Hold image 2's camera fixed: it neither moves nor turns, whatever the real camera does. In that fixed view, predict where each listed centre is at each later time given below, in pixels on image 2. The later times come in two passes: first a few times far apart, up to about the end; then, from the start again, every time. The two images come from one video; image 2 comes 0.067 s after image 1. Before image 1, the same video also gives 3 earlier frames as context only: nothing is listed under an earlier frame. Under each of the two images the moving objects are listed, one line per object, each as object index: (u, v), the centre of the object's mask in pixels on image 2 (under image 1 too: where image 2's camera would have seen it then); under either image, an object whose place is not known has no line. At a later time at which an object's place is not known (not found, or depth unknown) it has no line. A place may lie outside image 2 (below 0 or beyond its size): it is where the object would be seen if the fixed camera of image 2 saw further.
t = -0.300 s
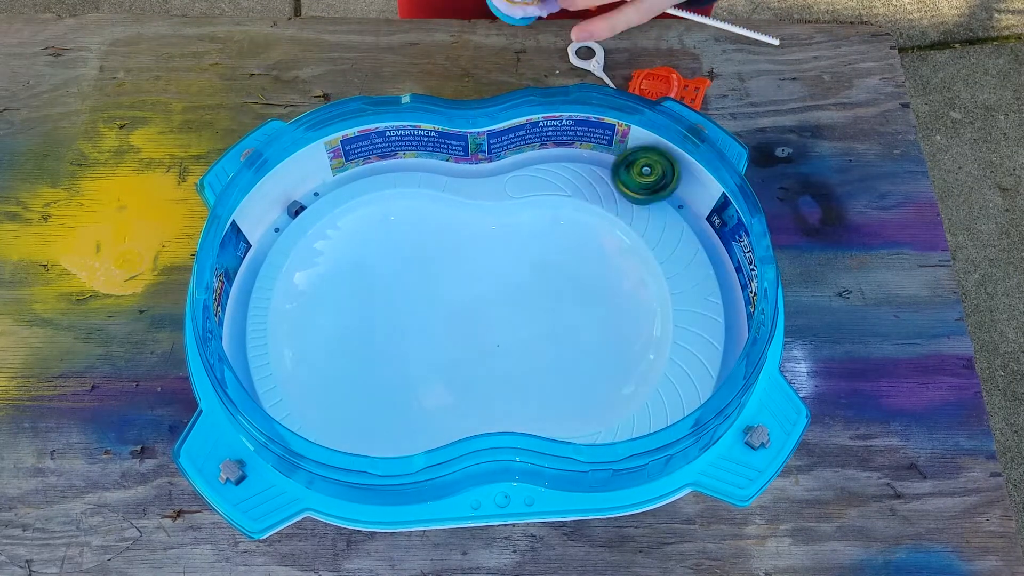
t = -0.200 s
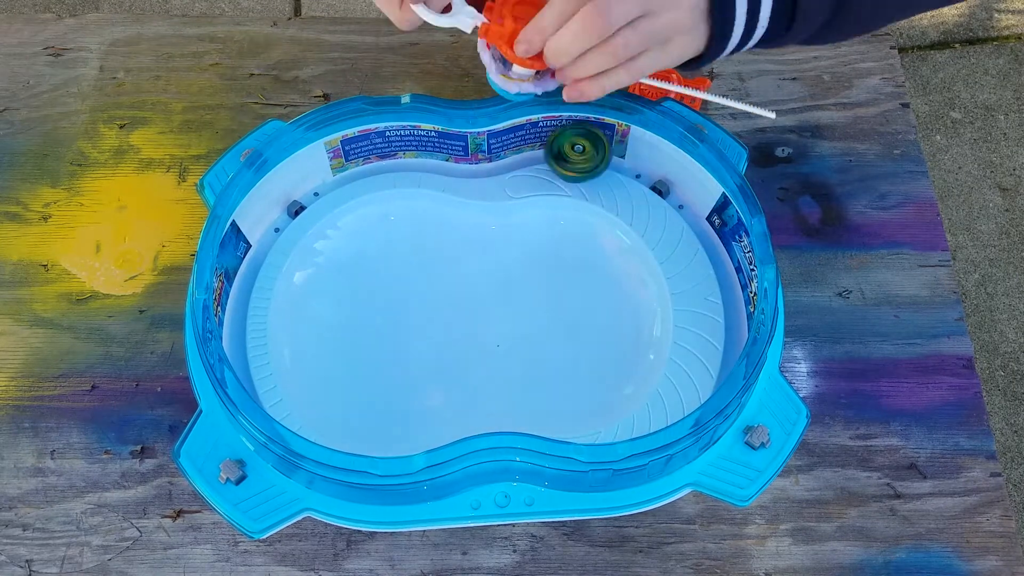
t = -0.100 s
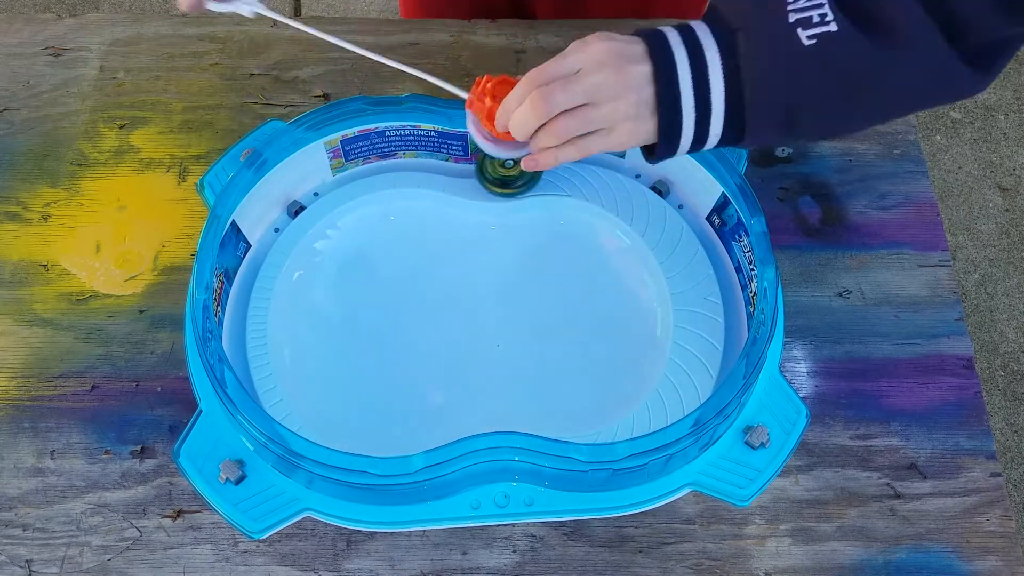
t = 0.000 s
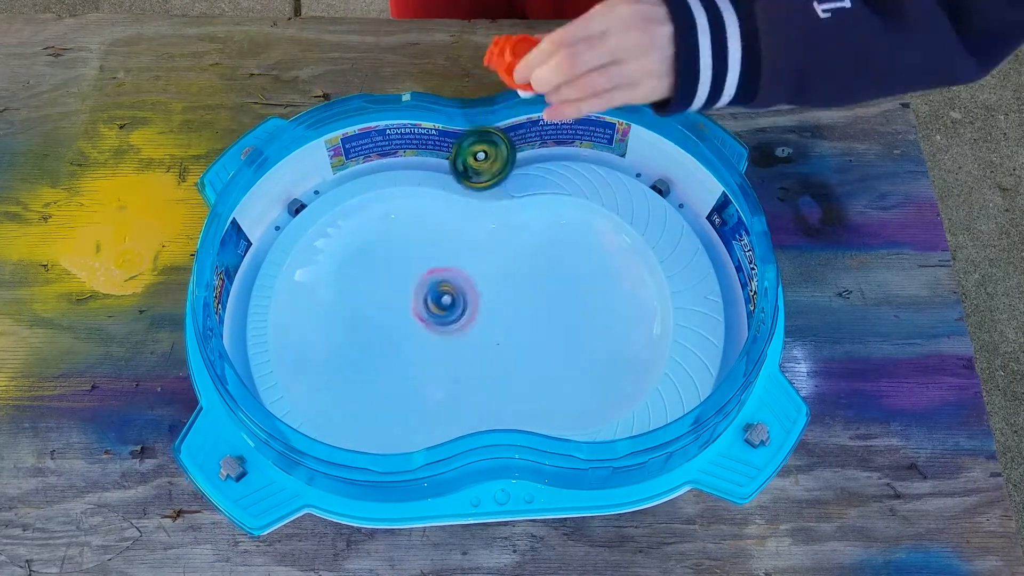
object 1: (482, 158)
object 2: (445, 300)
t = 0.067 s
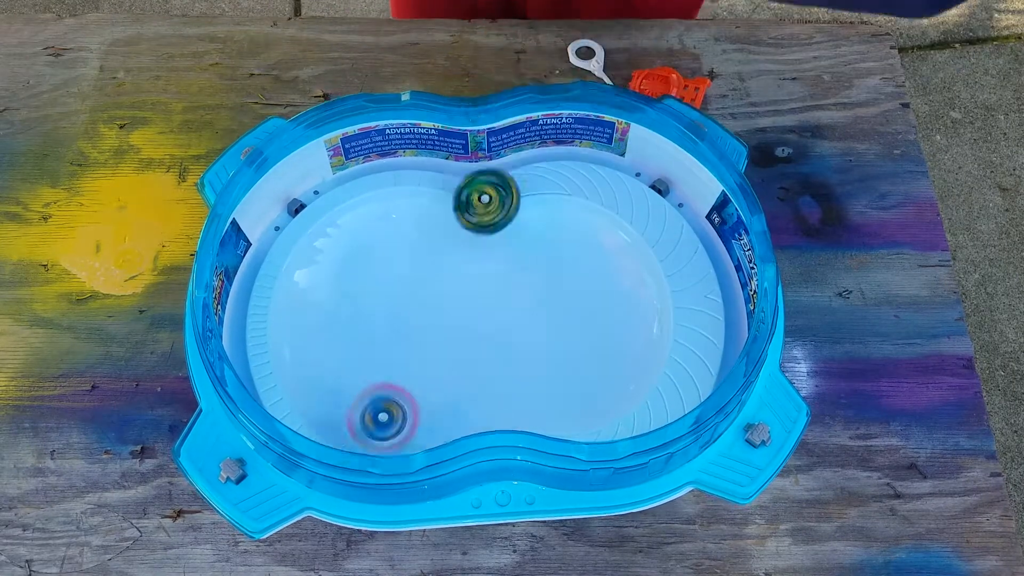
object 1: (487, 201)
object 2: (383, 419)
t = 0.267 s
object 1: (473, 392)
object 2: (330, 422)
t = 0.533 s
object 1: (546, 356)
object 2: (469, 281)
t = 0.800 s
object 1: (546, 320)
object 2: (425, 261)
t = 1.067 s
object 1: (512, 346)
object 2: (385, 428)
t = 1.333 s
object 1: (503, 278)
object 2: (547, 351)
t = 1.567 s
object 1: (361, 257)
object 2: (515, 273)
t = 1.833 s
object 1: (411, 388)
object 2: (295, 342)
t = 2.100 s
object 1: (541, 317)
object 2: (634, 333)
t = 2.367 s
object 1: (534, 279)
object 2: (461, 179)
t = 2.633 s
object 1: (488, 300)
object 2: (384, 434)
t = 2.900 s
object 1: (480, 337)
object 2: (725, 333)
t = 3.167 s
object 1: (529, 352)
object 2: (545, 151)
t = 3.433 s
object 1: (547, 333)
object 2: (291, 330)
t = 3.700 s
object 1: (486, 296)
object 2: (529, 372)
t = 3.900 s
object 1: (400, 288)
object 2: (546, 192)
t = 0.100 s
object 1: (486, 231)
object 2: (358, 420)
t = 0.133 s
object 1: (482, 267)
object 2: (334, 421)
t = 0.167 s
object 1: (472, 303)
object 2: (327, 432)
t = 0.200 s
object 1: (465, 337)
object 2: (326, 434)
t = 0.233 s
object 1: (466, 368)
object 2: (327, 424)
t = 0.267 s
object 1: (473, 392)
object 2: (330, 422)
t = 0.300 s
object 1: (483, 407)
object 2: (335, 423)
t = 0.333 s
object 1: (493, 402)
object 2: (350, 417)
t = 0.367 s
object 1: (502, 400)
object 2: (366, 406)
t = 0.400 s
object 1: (511, 404)
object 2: (390, 384)
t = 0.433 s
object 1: (518, 395)
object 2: (418, 362)
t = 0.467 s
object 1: (524, 388)
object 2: (440, 337)
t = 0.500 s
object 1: (535, 370)
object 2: (458, 308)
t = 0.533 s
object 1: (546, 356)
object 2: (469, 281)
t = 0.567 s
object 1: (557, 340)
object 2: (474, 253)
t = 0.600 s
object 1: (565, 328)
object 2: (477, 230)
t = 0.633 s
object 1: (570, 318)
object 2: (476, 214)
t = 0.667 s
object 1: (571, 313)
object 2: (471, 210)
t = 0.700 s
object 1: (570, 310)
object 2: (465, 214)
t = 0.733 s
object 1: (565, 311)
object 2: (456, 227)
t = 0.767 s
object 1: (556, 315)
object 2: (442, 243)
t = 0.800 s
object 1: (546, 320)
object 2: (425, 261)
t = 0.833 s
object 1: (539, 327)
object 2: (405, 279)
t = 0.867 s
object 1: (533, 333)
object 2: (382, 294)
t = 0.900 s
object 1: (526, 337)
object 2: (361, 310)
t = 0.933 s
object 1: (521, 339)
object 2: (347, 331)
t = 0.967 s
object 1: (517, 342)
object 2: (341, 357)
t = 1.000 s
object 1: (515, 345)
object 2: (345, 383)
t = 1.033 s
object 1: (514, 346)
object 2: (360, 410)
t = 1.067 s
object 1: (512, 346)
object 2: (385, 428)
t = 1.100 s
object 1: (509, 346)
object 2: (416, 427)
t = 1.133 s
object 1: (506, 346)
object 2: (448, 420)
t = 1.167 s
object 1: (504, 344)
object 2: (477, 403)
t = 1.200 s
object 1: (509, 330)
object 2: (488, 391)
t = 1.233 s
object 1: (516, 315)
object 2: (498, 386)
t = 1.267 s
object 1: (517, 299)
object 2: (512, 375)
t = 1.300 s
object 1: (512, 287)
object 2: (530, 363)
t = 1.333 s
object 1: (503, 278)
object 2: (547, 351)
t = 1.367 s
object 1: (488, 269)
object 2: (559, 339)
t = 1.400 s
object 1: (469, 265)
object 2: (568, 326)
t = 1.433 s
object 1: (447, 260)
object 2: (568, 314)
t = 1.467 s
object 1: (424, 254)
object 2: (564, 302)
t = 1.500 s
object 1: (402, 249)
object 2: (553, 289)
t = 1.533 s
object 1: (380, 248)
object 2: (537, 281)
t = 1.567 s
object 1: (361, 257)
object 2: (515, 273)
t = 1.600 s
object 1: (348, 273)
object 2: (489, 268)
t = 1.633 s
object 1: (336, 293)
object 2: (456, 265)
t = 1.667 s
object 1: (335, 317)
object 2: (419, 265)
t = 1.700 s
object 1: (339, 339)
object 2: (380, 264)
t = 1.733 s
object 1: (351, 361)
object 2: (342, 272)
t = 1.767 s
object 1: (368, 376)
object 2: (307, 286)
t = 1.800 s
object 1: (387, 384)
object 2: (295, 311)
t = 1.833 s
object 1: (411, 388)
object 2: (295, 342)
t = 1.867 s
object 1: (433, 380)
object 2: (309, 379)
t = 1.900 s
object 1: (454, 370)
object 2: (344, 406)
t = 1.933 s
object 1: (476, 357)
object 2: (395, 423)
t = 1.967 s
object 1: (497, 350)
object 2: (451, 419)
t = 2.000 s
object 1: (514, 338)
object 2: (499, 390)
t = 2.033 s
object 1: (522, 326)
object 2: (543, 365)
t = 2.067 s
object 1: (533, 323)
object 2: (589, 351)
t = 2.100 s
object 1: (541, 317)
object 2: (634, 333)
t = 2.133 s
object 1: (546, 304)
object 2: (653, 294)
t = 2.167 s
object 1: (549, 298)
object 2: (647, 255)
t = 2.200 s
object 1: (550, 290)
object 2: (633, 222)
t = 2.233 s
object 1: (549, 288)
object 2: (609, 198)
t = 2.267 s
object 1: (547, 283)
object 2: (575, 187)
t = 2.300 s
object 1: (542, 281)
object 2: (533, 182)
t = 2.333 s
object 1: (540, 277)
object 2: (495, 180)
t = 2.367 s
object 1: (534, 279)
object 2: (461, 179)
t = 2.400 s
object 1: (527, 278)
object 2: (428, 181)
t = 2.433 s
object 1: (520, 279)
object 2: (394, 191)
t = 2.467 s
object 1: (513, 279)
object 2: (357, 211)
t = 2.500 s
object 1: (507, 284)
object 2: (327, 248)
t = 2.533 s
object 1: (500, 286)
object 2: (300, 298)
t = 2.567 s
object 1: (497, 290)
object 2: (299, 353)
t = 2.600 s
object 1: (491, 294)
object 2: (329, 408)
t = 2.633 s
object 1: (488, 300)
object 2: (384, 434)
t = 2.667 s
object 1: (482, 303)
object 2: (439, 430)
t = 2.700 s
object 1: (481, 308)
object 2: (505, 433)
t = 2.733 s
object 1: (479, 312)
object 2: (569, 427)
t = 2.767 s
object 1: (478, 316)
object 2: (618, 425)
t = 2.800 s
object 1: (477, 323)
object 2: (661, 421)
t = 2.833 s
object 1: (477, 328)
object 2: (694, 399)
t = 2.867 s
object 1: (479, 335)
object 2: (711, 366)
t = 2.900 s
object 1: (480, 337)
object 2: (725, 333)
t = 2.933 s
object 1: (484, 342)
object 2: (729, 299)
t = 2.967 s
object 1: (488, 344)
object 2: (724, 262)
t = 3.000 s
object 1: (495, 346)
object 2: (708, 229)
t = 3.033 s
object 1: (500, 348)
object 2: (685, 200)
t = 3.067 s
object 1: (508, 348)
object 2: (655, 176)
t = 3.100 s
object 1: (515, 351)
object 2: (622, 160)
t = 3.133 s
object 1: (520, 351)
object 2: (584, 150)
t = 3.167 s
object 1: (529, 352)
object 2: (545, 151)
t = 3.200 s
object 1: (535, 352)
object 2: (509, 161)
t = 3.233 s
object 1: (541, 350)
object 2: (474, 175)
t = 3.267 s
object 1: (544, 350)
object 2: (439, 188)
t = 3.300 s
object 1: (546, 347)
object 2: (406, 210)
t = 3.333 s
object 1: (549, 343)
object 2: (368, 231)
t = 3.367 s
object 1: (548, 341)
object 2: (331, 255)
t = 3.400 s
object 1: (547, 335)
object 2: (299, 288)
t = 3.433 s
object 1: (547, 333)
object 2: (291, 330)
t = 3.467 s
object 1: (542, 329)
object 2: (303, 373)
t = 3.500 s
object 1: (537, 323)
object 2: (331, 414)
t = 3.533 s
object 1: (533, 319)
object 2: (376, 435)
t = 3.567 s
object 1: (525, 314)
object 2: (415, 445)
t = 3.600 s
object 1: (518, 309)
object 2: (453, 432)
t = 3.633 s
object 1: (508, 306)
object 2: (482, 412)
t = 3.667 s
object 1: (497, 301)
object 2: (508, 391)
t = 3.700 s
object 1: (486, 296)
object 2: (529, 372)
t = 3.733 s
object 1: (472, 294)
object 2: (548, 339)
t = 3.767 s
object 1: (457, 291)
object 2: (563, 307)
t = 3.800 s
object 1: (444, 289)
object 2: (570, 273)
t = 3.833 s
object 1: (430, 288)
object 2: (570, 242)
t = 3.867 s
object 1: (414, 288)
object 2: (560, 212)
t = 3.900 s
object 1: (400, 288)
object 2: (546, 192)
